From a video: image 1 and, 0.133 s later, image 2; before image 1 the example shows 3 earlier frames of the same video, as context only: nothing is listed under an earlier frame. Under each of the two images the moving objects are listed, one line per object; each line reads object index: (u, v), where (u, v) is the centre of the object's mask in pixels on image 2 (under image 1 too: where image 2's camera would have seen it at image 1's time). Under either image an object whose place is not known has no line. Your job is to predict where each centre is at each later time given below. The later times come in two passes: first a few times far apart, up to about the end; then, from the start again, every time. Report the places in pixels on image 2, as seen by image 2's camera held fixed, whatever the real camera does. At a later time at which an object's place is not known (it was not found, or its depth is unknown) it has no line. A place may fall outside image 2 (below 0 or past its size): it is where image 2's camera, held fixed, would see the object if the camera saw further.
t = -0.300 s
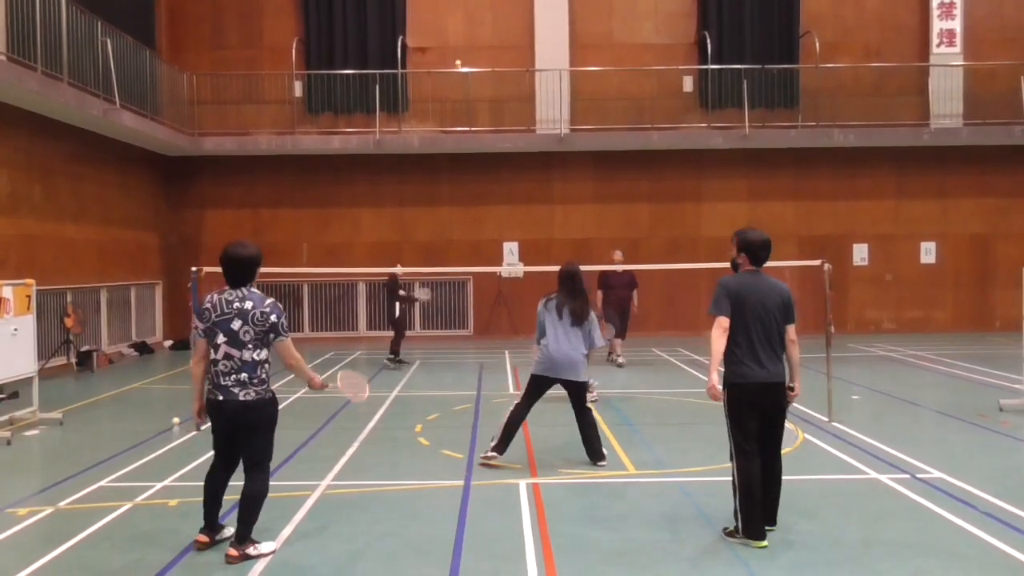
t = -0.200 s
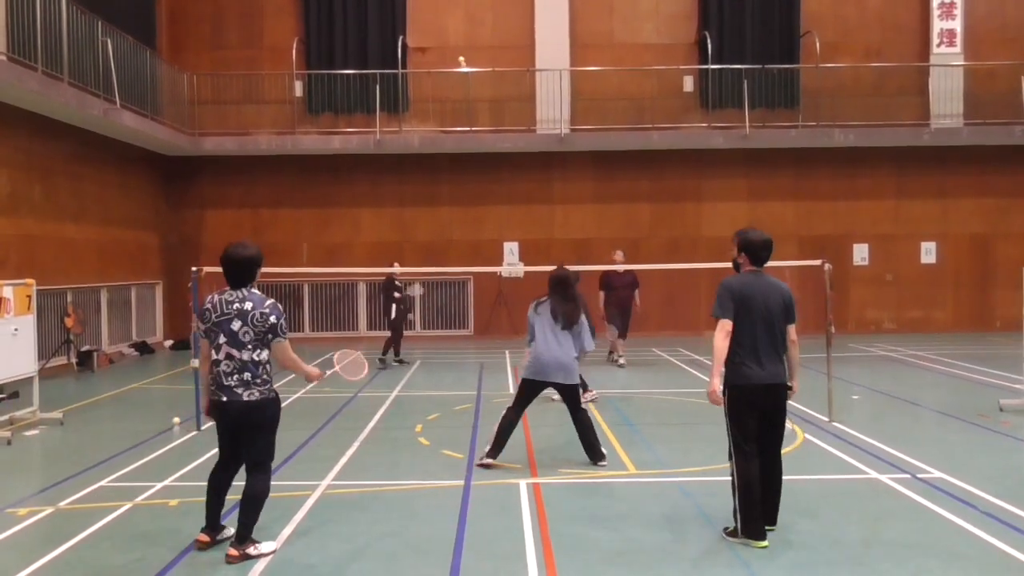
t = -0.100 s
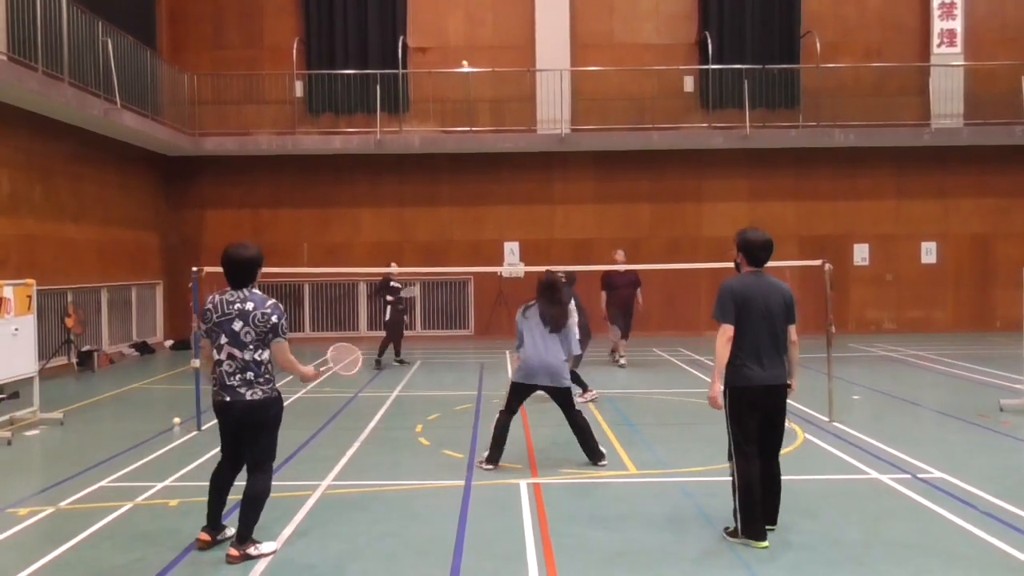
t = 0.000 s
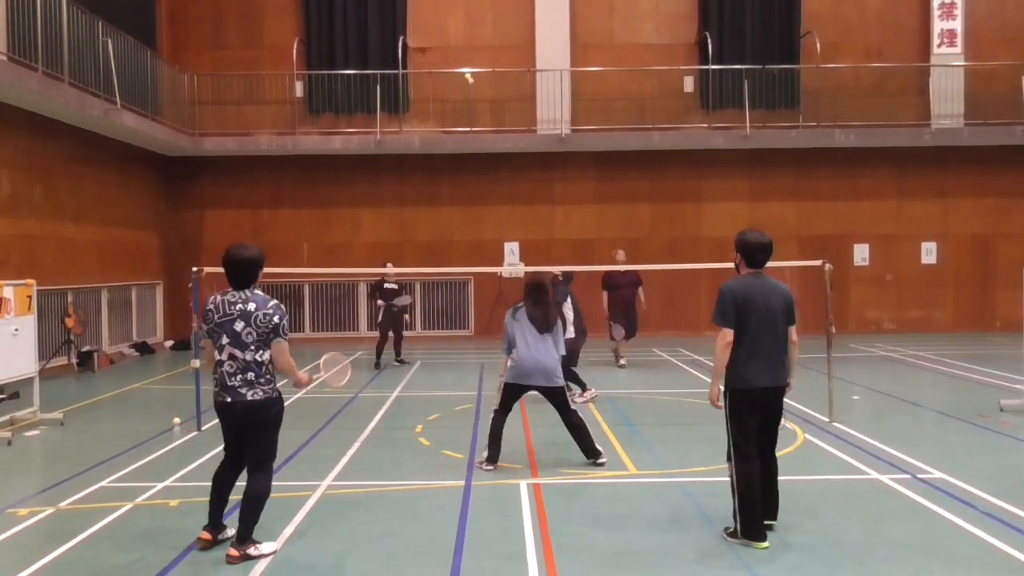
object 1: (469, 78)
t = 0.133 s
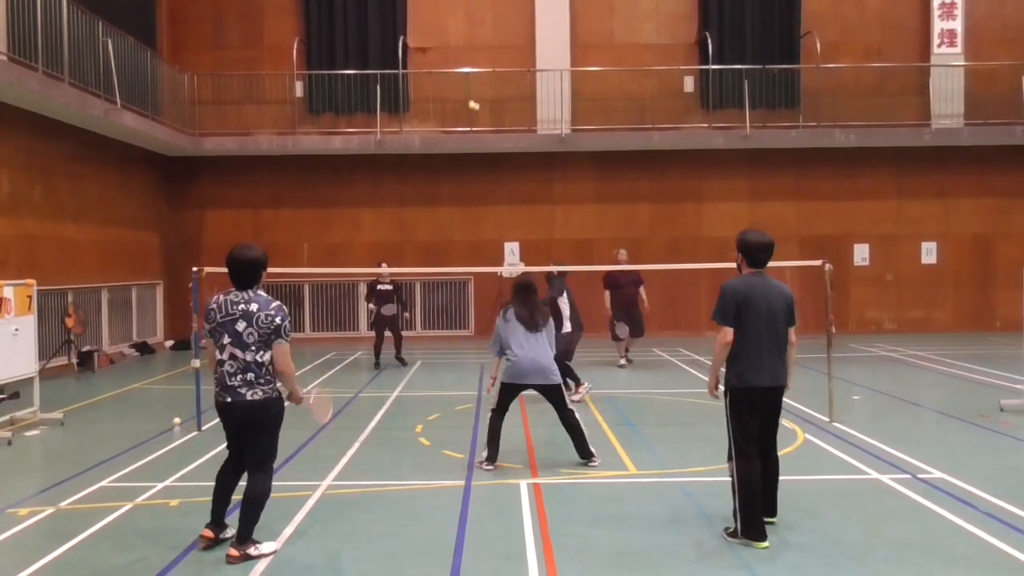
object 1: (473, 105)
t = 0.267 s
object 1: (477, 143)
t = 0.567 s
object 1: (490, 261)
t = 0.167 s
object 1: (475, 114)
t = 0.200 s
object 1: (476, 122)
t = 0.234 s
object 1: (476, 132)
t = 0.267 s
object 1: (477, 143)
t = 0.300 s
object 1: (478, 155)
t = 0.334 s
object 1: (480, 166)
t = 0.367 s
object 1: (481, 179)
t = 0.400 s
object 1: (483, 191)
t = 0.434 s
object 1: (485, 204)
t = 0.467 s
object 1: (486, 217)
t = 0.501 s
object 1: (487, 232)
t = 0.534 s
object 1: (488, 247)
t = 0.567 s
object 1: (490, 261)
